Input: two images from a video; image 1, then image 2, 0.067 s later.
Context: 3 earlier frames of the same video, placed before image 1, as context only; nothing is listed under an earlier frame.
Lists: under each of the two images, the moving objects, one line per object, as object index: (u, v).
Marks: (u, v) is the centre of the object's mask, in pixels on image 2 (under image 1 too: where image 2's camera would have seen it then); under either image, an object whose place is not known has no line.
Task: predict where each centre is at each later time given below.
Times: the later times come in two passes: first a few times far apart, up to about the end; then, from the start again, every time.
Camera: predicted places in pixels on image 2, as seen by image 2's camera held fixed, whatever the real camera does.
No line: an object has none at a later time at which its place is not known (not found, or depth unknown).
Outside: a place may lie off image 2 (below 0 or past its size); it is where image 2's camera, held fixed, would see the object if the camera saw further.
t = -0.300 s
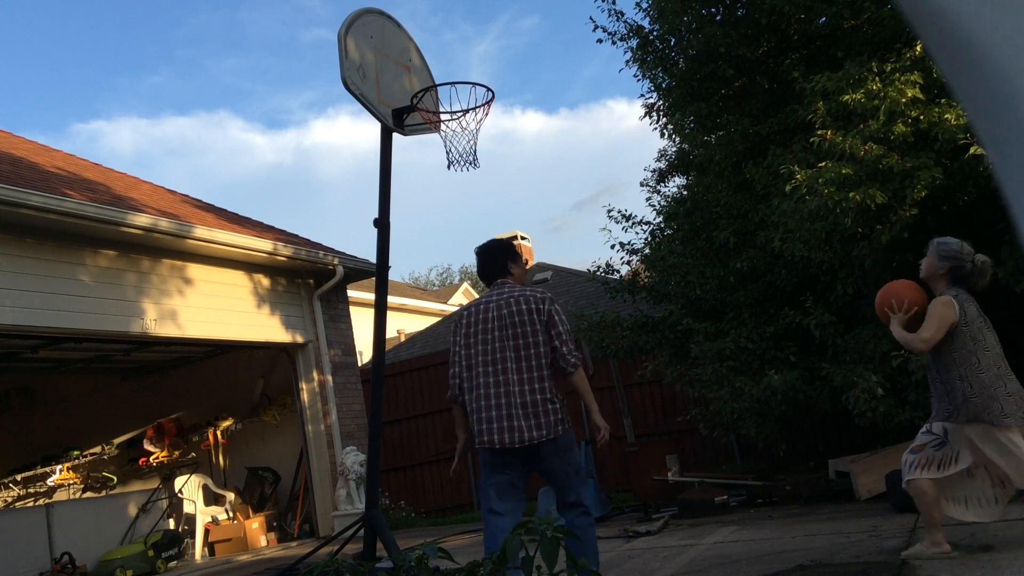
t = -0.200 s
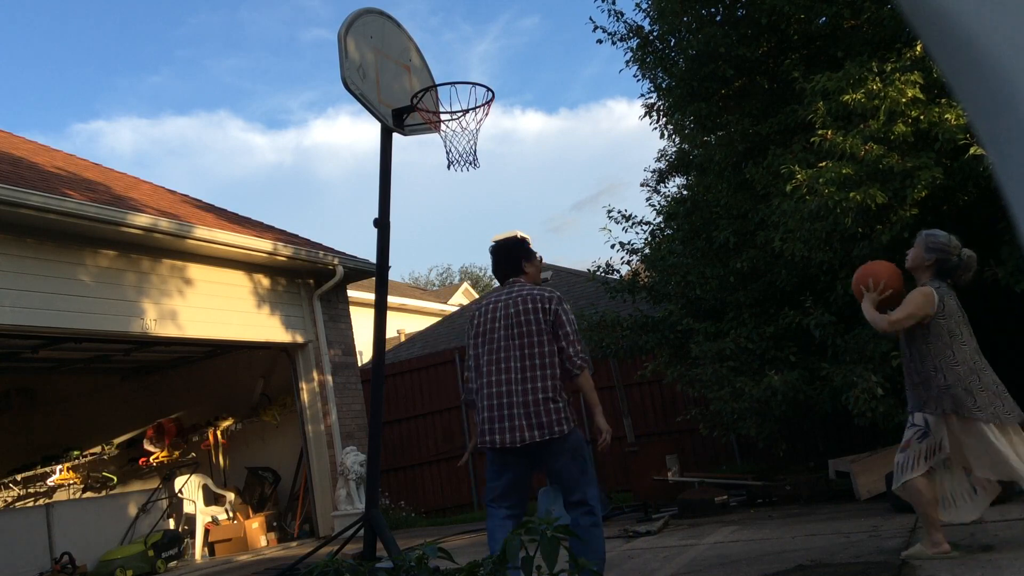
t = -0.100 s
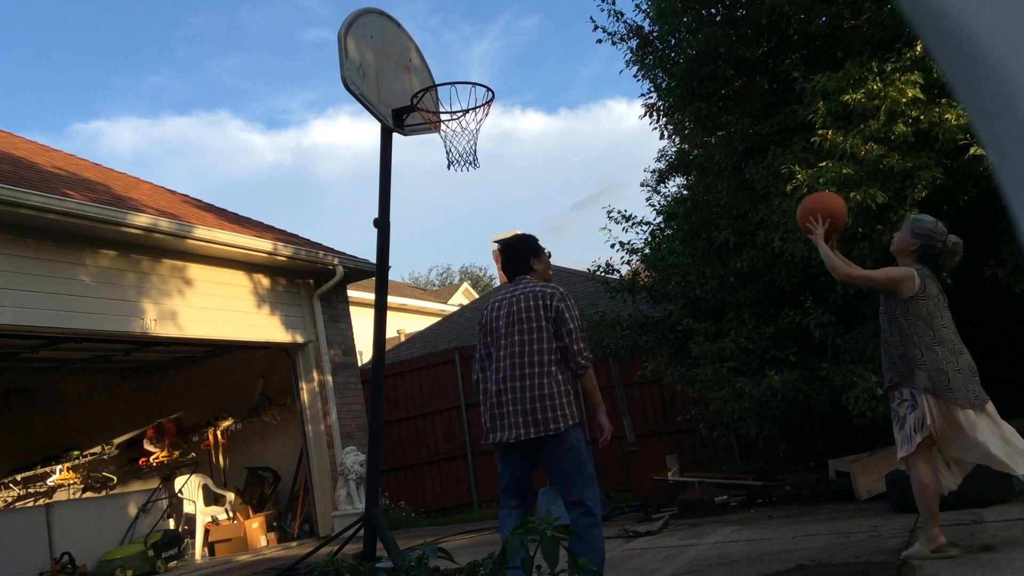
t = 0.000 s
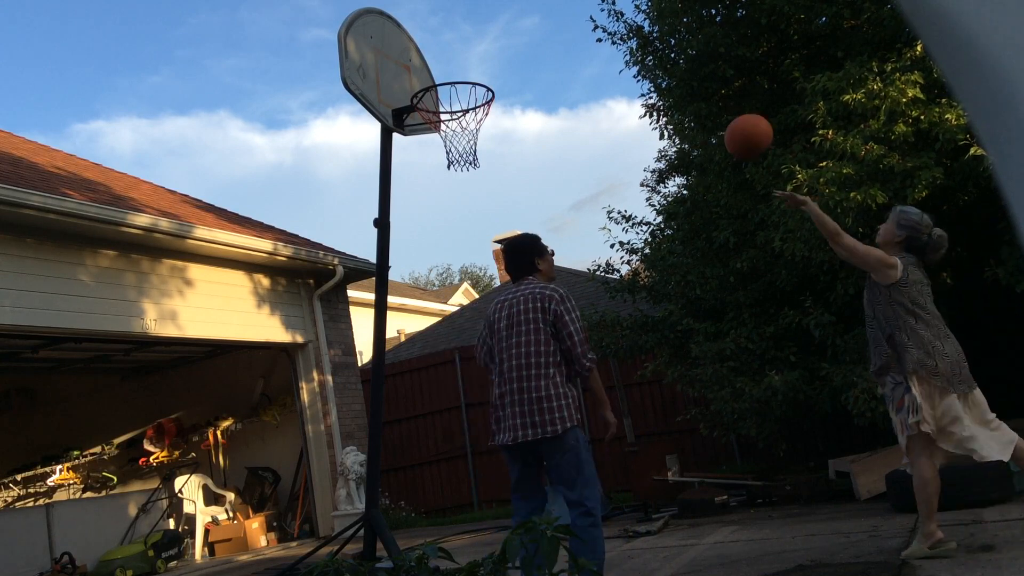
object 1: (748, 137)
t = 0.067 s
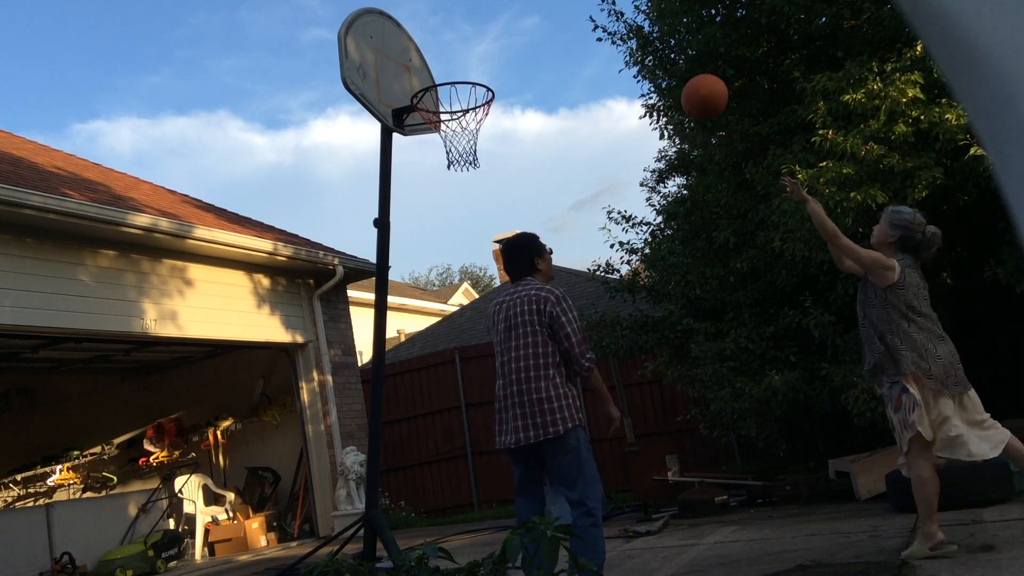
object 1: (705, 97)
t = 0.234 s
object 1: (608, 34)
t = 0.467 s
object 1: (499, 28)
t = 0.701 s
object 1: (430, 78)
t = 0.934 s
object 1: (467, 32)
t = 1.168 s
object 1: (525, 74)
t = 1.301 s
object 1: (568, 143)
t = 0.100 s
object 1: (684, 80)
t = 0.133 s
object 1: (663, 65)
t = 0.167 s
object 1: (645, 53)
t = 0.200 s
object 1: (626, 43)
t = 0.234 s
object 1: (608, 34)
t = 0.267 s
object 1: (591, 28)
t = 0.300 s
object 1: (574, 23)
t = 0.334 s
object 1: (558, 21)
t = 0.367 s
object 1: (542, 20)
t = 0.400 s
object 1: (527, 21)
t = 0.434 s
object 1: (513, 23)
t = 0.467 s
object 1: (499, 28)
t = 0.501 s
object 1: (486, 34)
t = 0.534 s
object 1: (473, 42)
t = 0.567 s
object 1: (460, 52)
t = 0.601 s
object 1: (448, 63)
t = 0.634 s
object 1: (437, 76)
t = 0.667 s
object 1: (427, 90)
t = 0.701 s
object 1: (430, 78)
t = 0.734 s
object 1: (435, 66)
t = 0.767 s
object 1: (439, 56)
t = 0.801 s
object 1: (444, 48)
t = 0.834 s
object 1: (449, 41)
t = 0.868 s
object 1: (455, 36)
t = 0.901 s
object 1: (461, 33)
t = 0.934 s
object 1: (467, 32)
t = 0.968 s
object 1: (474, 32)
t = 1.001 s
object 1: (481, 34)
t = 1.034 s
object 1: (489, 38)
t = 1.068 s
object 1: (497, 44)
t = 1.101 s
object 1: (506, 52)
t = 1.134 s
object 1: (515, 62)
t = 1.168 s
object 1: (525, 74)
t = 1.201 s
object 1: (535, 88)
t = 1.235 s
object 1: (545, 104)
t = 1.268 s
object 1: (556, 122)
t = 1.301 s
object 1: (568, 143)
